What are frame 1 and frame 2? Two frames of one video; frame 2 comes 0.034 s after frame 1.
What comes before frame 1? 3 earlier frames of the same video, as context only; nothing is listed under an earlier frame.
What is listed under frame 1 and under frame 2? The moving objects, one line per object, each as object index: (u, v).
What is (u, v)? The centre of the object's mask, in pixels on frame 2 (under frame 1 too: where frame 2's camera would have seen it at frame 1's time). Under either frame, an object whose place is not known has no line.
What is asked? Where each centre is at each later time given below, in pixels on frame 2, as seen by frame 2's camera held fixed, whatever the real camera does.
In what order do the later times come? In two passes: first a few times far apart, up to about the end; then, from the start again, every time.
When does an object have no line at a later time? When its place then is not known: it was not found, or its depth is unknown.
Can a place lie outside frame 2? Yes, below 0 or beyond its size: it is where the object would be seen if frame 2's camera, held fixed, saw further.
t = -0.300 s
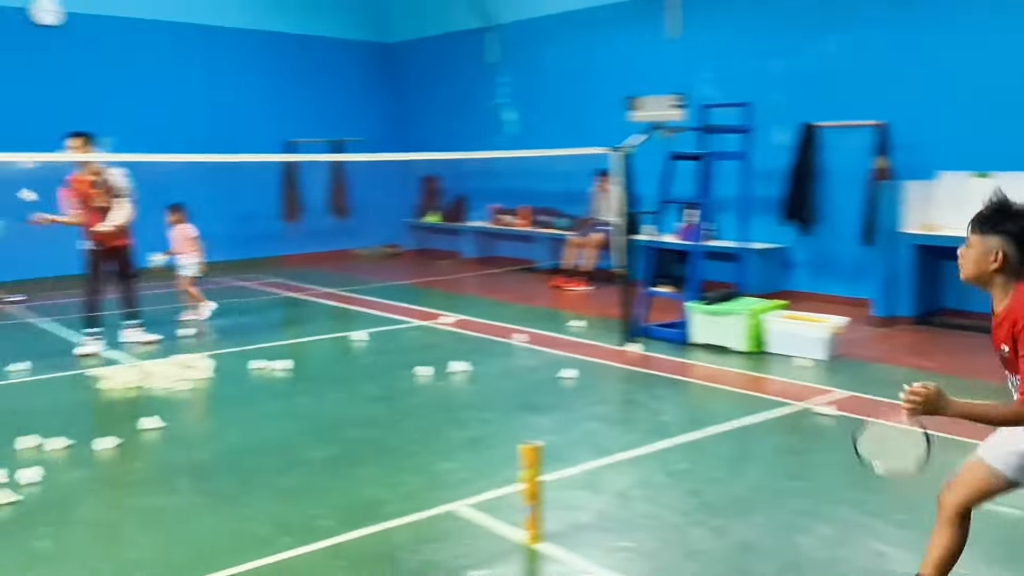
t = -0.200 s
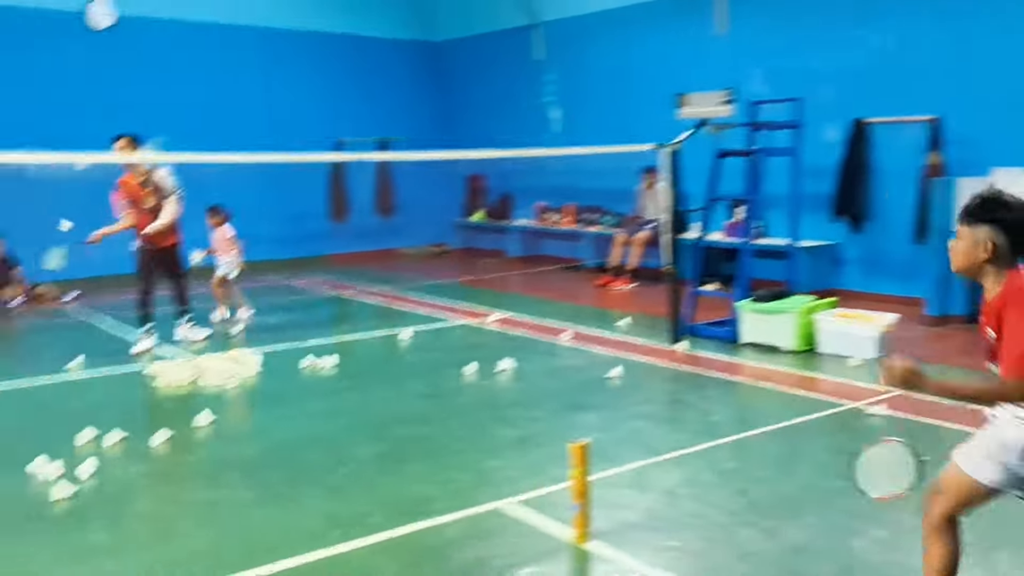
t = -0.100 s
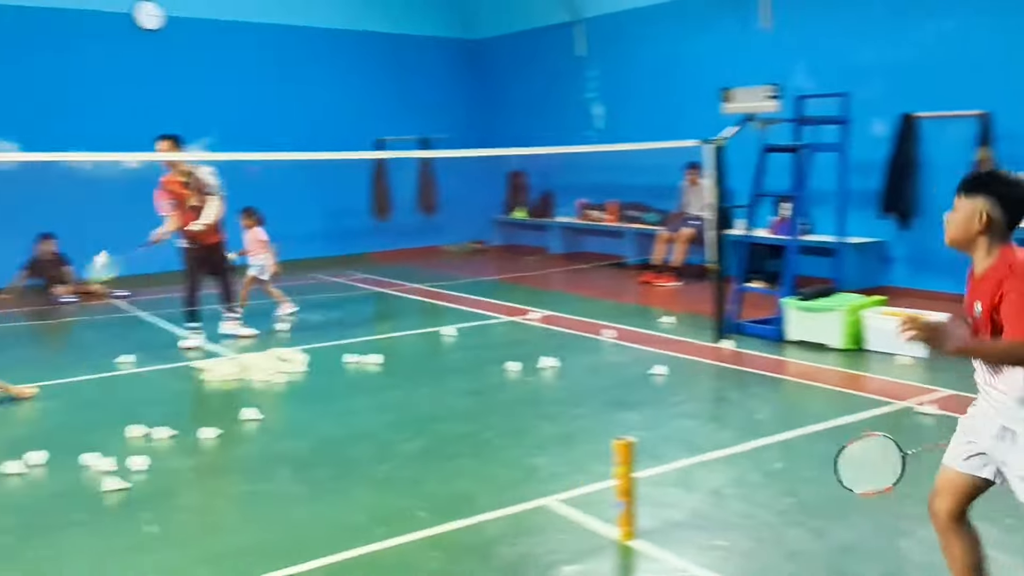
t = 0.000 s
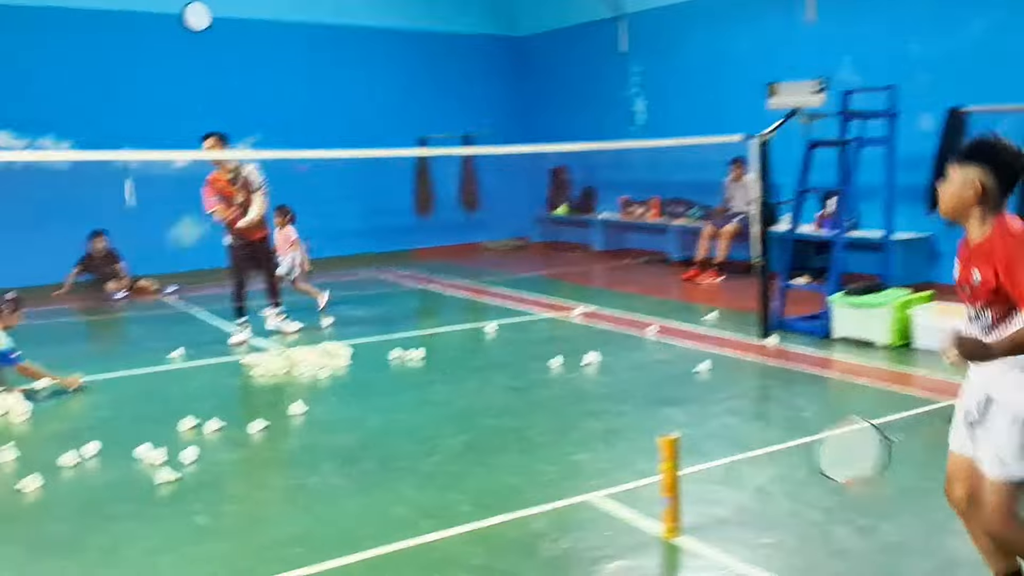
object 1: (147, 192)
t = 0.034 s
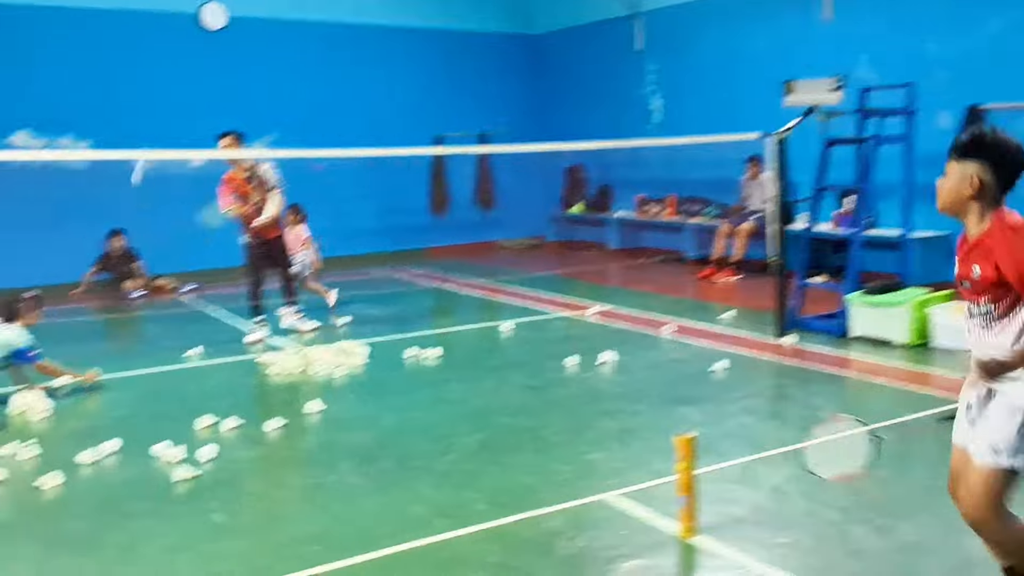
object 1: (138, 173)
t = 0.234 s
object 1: (118, 79)
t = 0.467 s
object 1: (96, 52)
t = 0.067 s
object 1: (140, 145)
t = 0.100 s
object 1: (134, 134)
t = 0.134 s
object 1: (131, 117)
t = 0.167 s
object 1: (126, 102)
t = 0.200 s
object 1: (122, 90)
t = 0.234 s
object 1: (118, 79)
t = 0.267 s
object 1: (114, 70)
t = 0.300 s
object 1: (111, 62)
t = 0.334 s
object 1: (108, 55)
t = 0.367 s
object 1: (105, 51)
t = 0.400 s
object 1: (101, 49)
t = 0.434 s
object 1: (98, 49)
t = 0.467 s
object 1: (96, 52)
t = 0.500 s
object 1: (94, 59)
